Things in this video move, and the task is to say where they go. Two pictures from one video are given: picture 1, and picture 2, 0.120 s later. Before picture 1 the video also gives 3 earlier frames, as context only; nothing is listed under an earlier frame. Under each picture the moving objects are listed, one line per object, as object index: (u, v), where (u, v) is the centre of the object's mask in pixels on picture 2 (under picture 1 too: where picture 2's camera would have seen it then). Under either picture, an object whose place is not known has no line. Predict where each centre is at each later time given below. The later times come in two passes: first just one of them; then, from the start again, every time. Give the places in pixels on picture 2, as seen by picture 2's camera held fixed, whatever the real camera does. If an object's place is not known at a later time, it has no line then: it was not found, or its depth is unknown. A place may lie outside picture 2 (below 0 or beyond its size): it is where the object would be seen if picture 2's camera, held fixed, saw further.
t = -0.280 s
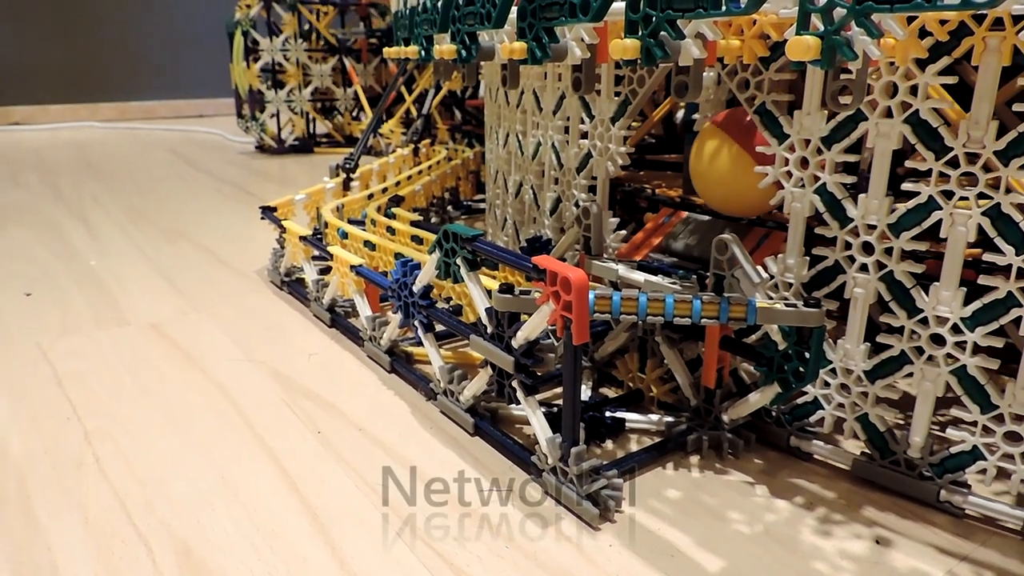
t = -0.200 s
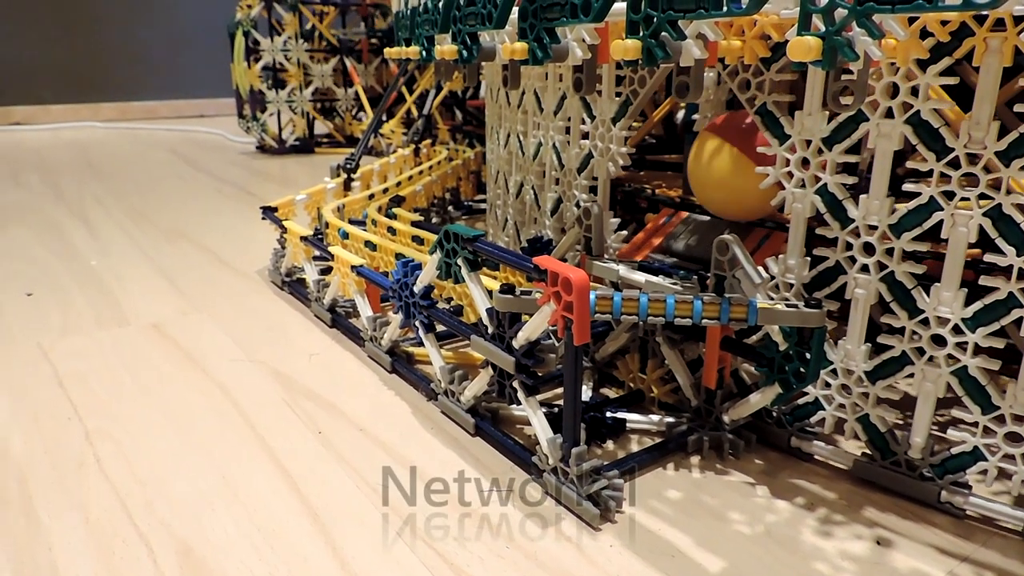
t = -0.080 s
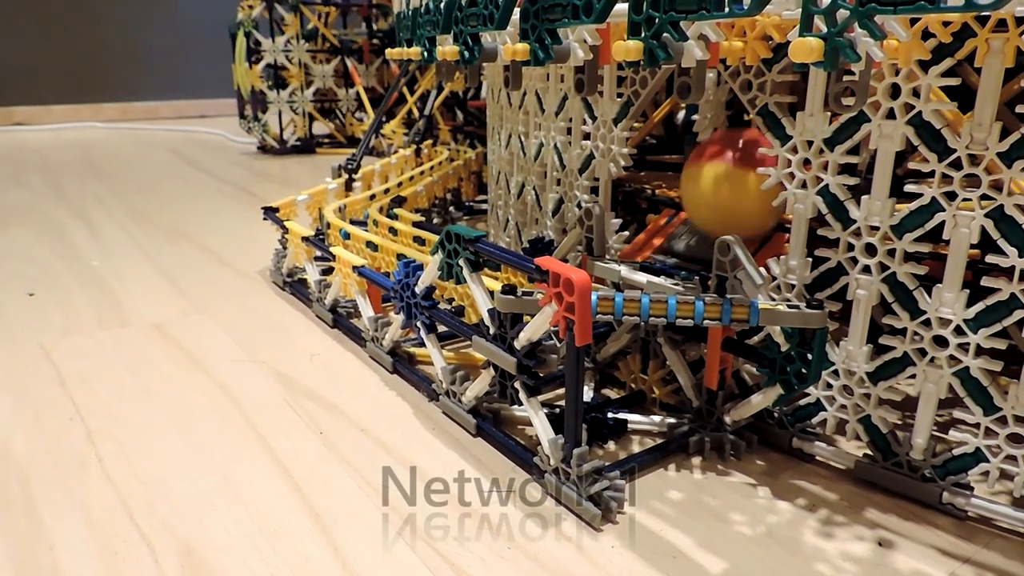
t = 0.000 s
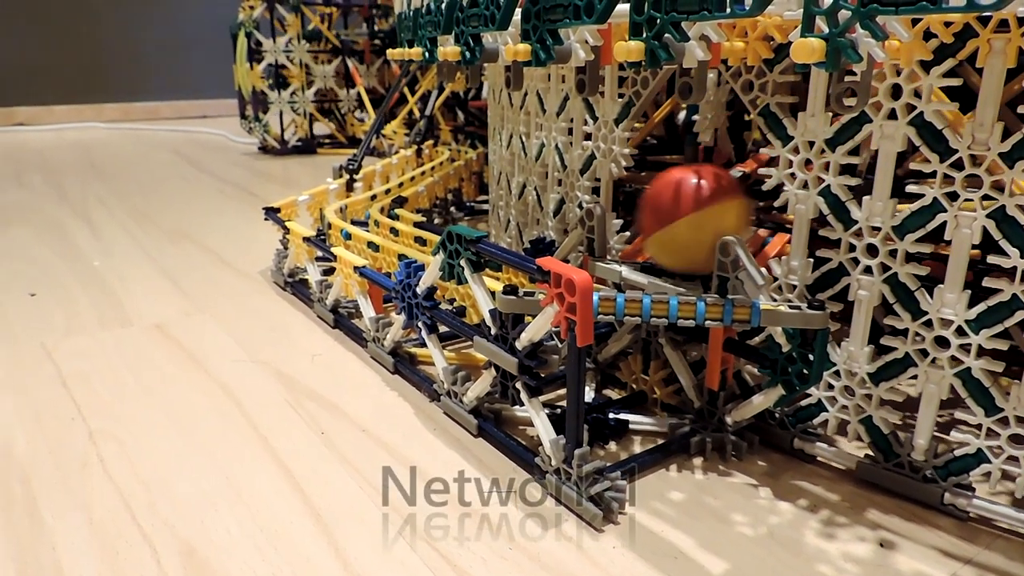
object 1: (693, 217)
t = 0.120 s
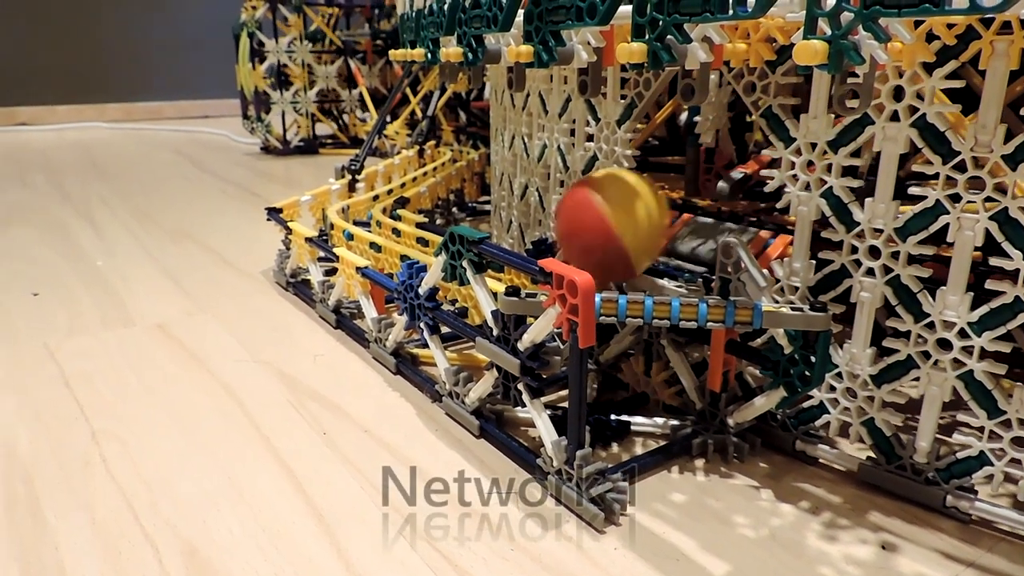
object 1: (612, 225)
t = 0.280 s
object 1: (530, 222)
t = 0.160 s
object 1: (584, 233)
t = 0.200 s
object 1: (556, 228)
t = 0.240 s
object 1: (540, 225)
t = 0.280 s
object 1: (530, 222)
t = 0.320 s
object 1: (522, 220)
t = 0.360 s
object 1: (511, 218)
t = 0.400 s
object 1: (498, 214)
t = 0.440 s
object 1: (486, 212)
